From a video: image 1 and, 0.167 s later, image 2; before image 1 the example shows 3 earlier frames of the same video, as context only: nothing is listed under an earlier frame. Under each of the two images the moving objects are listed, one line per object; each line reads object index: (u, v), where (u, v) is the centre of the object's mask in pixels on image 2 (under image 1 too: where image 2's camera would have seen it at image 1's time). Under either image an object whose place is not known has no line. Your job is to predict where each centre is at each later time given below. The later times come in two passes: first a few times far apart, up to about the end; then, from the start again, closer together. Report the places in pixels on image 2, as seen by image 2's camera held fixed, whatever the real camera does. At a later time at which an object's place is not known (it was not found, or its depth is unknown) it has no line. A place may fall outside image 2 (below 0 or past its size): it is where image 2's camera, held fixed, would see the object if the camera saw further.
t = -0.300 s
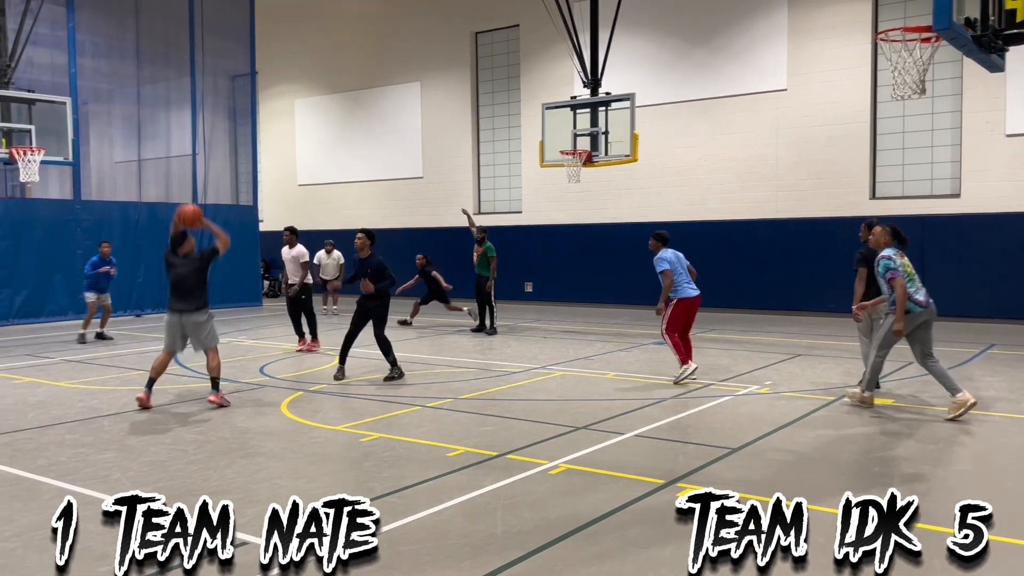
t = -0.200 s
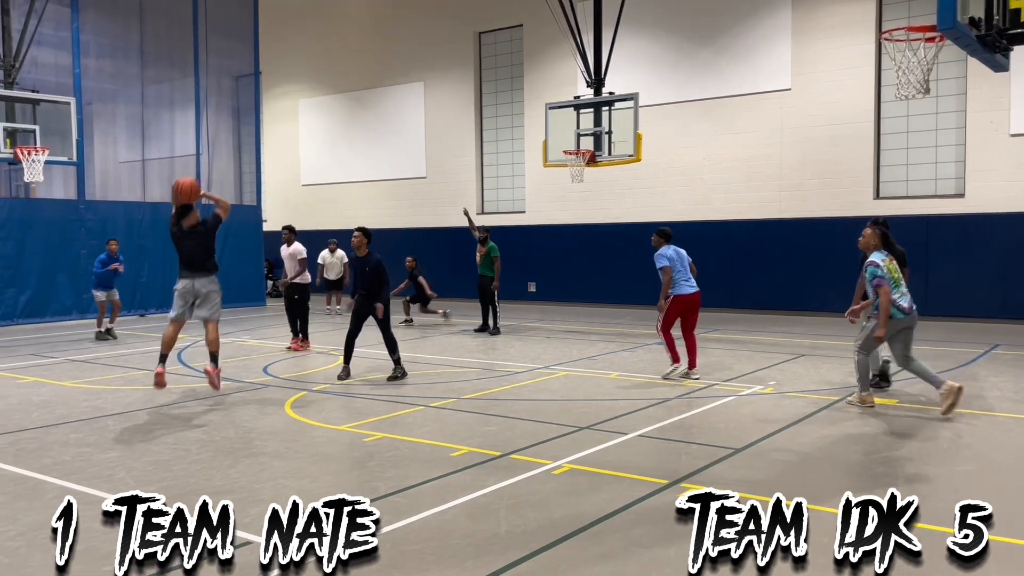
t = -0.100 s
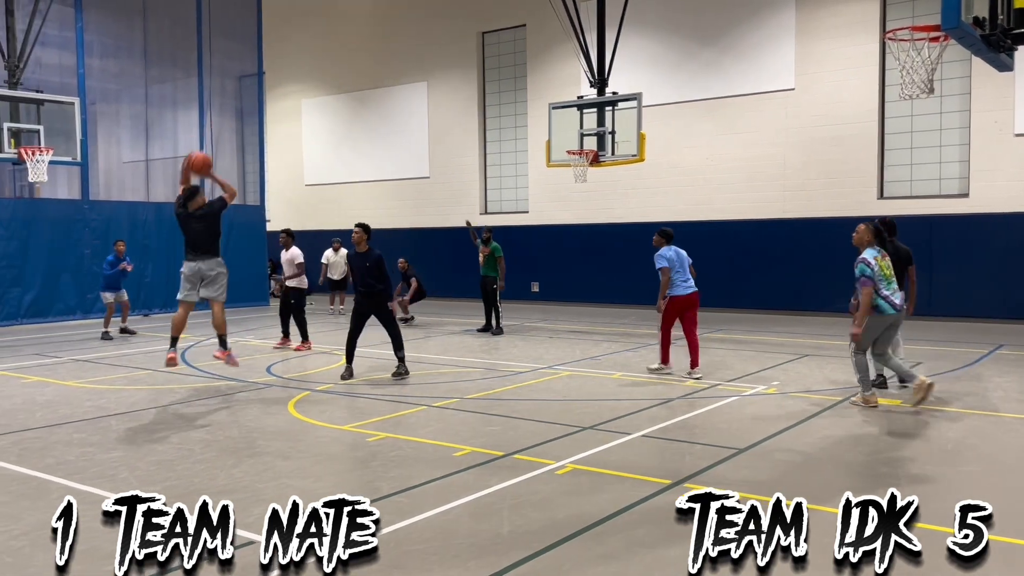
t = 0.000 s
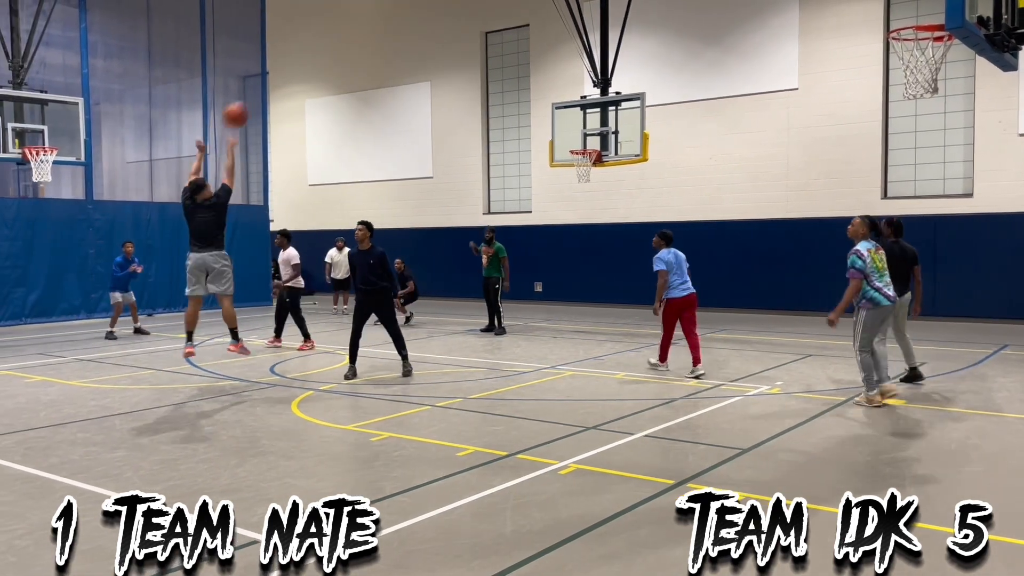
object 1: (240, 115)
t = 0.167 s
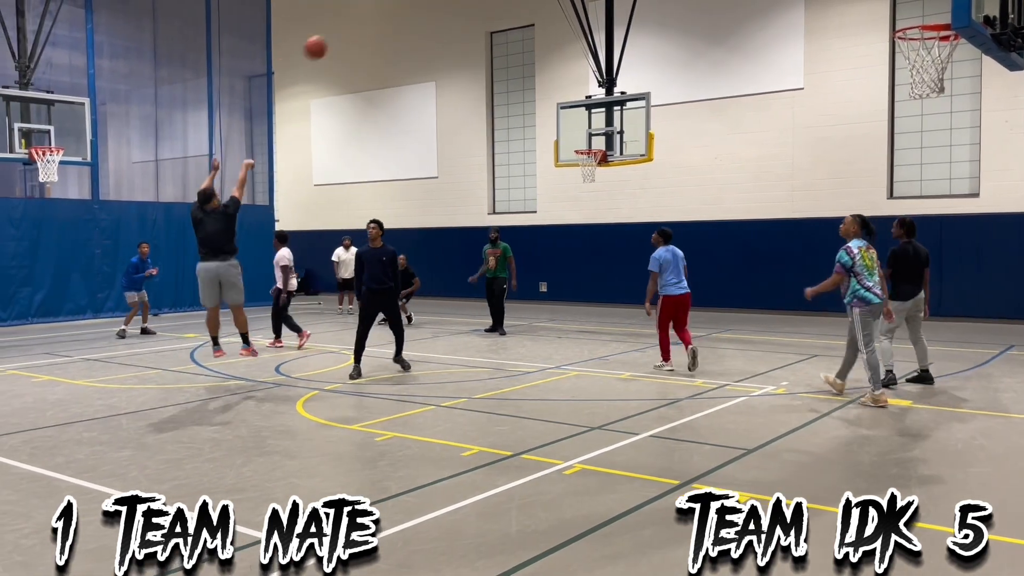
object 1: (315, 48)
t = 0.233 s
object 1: (342, 31)
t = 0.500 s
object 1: (434, 8)
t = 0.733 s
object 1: (495, 31)
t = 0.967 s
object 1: (545, 85)
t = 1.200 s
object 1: (581, 137)
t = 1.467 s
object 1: (593, 118)
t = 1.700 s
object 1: (581, 120)
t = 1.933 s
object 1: (569, 152)
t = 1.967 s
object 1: (567, 158)
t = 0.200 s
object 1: (329, 39)
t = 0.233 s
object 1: (342, 31)
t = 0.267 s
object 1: (355, 24)
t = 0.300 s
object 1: (368, 19)
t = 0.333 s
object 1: (379, 14)
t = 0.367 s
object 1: (391, 11)
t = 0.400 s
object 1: (402, 9)
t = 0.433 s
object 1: (413, 8)
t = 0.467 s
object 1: (424, 8)
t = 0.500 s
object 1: (434, 8)
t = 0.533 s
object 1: (444, 8)
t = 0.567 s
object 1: (453, 10)
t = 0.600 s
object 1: (462, 13)
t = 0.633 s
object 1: (470, 16)
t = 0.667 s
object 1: (479, 21)
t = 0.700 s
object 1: (487, 25)
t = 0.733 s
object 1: (495, 31)
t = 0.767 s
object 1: (502, 37)
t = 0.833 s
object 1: (517, 50)
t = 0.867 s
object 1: (524, 59)
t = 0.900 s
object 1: (532, 67)
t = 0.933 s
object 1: (538, 76)
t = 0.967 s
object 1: (545, 85)
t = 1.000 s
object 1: (552, 95)
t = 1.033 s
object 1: (558, 105)
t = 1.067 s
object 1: (565, 116)
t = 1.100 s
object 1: (570, 127)
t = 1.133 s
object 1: (576, 138)
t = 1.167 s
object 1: (580, 142)
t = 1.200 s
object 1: (581, 137)
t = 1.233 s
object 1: (583, 132)
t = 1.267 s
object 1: (584, 128)
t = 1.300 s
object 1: (587, 125)
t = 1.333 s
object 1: (588, 122)
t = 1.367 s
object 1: (590, 121)
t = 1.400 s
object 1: (591, 120)
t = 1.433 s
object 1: (593, 119)
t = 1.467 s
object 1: (593, 118)
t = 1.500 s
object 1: (592, 116)
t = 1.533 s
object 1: (590, 115)
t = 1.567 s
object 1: (589, 115)
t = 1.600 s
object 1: (587, 115)
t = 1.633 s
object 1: (585, 116)
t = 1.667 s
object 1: (583, 118)
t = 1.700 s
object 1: (581, 120)
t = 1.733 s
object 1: (580, 123)
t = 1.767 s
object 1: (578, 126)
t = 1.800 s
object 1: (576, 130)
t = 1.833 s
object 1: (575, 135)
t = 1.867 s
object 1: (573, 141)
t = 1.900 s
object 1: (571, 147)
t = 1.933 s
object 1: (569, 152)
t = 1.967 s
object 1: (567, 158)
